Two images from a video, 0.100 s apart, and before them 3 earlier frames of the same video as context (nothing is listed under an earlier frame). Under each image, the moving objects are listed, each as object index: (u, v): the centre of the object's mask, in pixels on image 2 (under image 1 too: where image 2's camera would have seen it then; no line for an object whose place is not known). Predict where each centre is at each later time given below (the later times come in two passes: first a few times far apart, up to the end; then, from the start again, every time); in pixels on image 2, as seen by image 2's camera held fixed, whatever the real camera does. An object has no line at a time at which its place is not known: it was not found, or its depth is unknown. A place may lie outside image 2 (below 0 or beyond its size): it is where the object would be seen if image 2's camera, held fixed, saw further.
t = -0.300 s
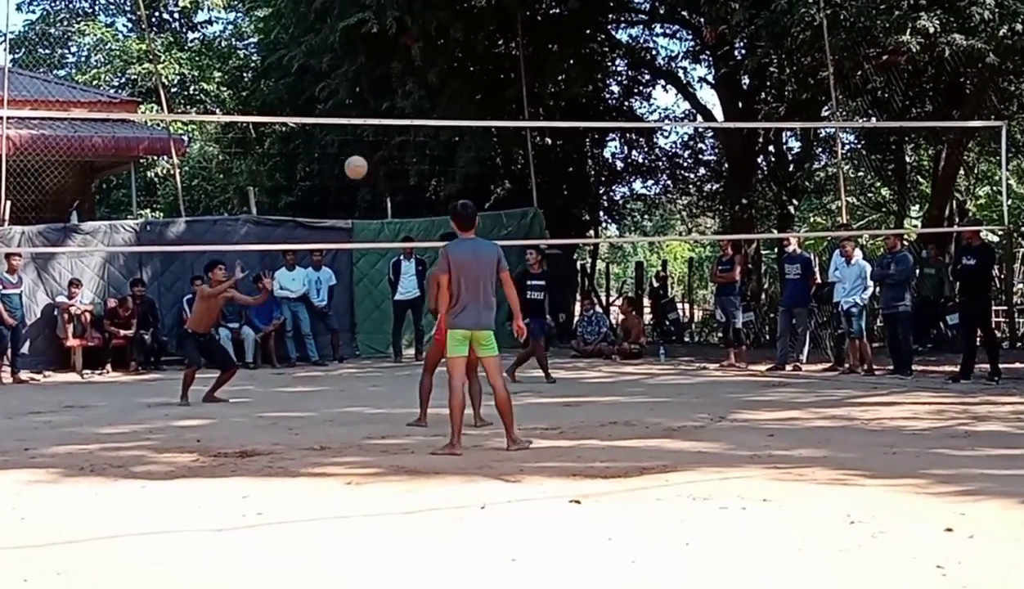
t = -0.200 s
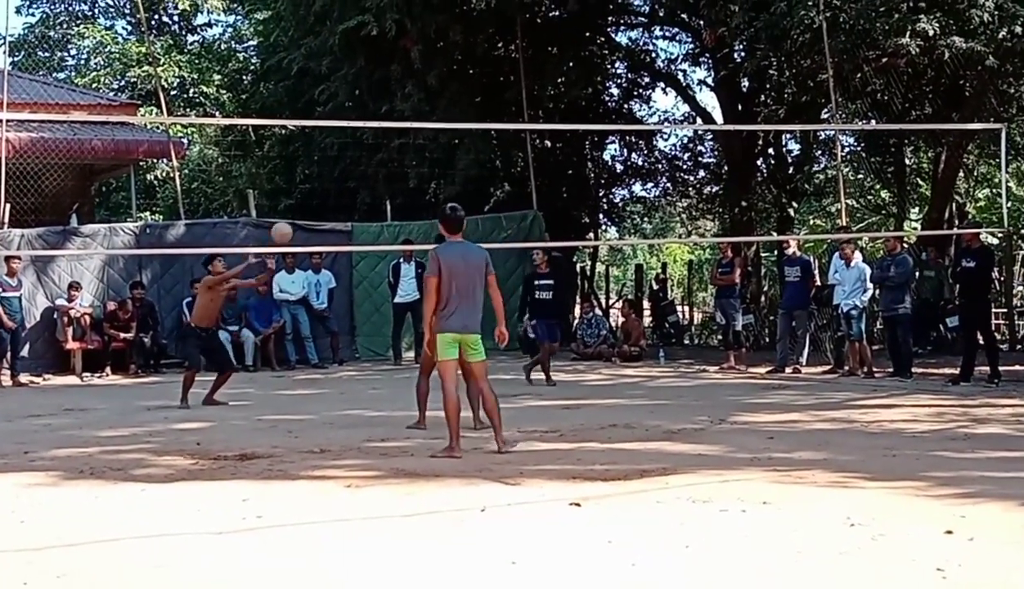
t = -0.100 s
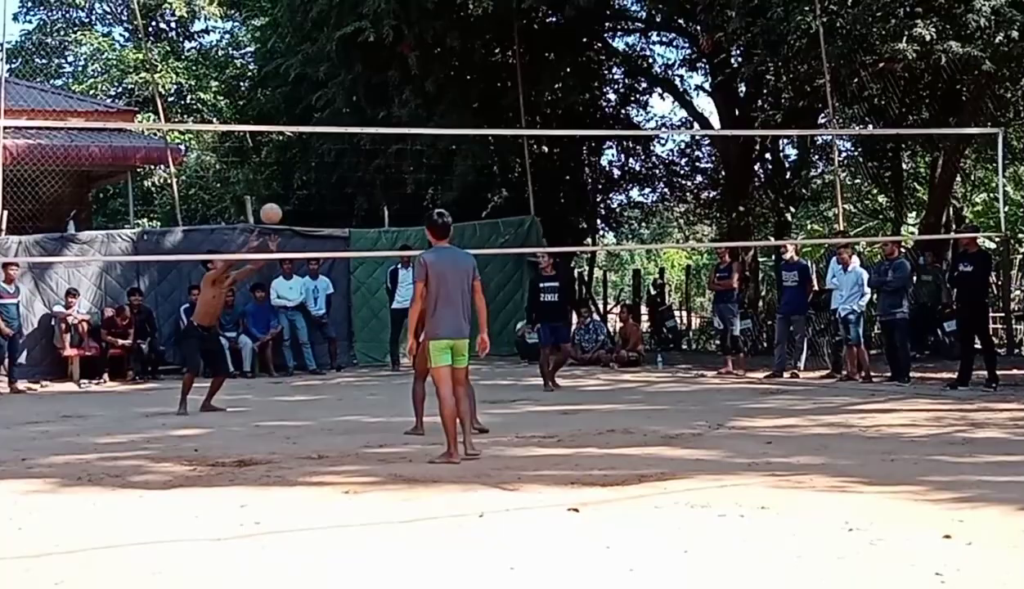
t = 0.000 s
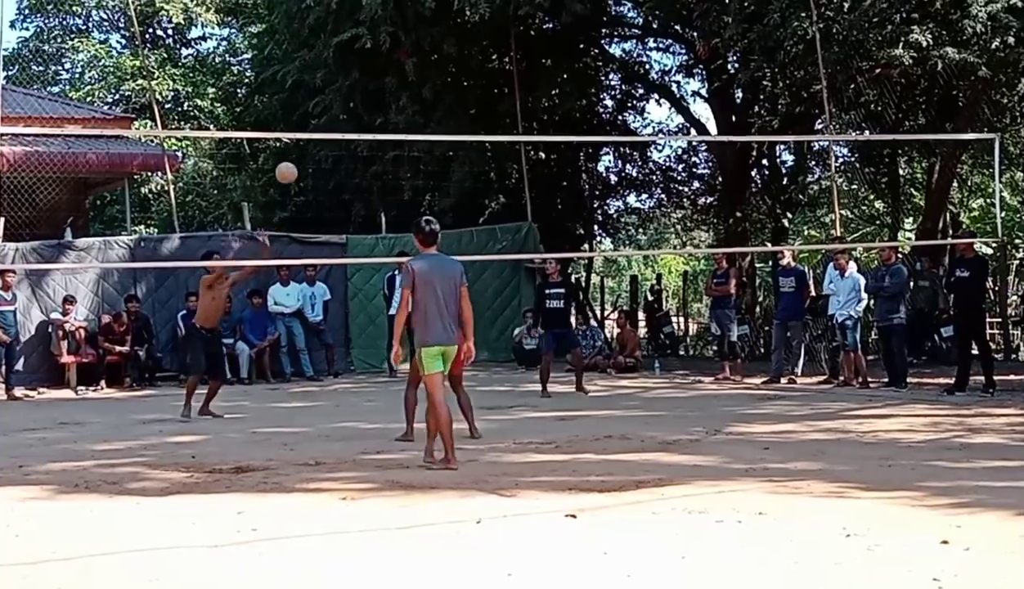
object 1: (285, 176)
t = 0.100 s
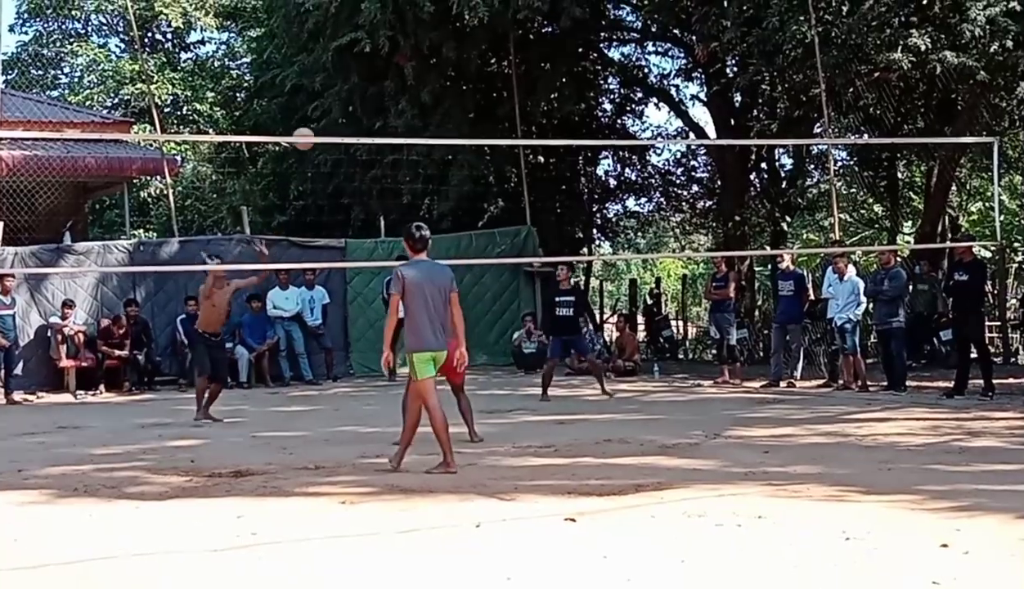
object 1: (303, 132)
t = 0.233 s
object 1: (328, 102)
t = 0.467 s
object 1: (374, 78)
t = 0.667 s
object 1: (416, 104)
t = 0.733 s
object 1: (431, 122)
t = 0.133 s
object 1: (310, 127)
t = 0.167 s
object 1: (316, 118)
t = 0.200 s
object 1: (322, 109)
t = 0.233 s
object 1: (328, 102)
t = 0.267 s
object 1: (335, 95)
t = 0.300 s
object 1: (341, 89)
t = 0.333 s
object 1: (347, 85)
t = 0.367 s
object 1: (354, 81)
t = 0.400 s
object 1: (361, 79)
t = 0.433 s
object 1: (367, 78)
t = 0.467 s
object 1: (374, 78)
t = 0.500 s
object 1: (381, 79)
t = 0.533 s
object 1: (388, 81)
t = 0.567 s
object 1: (395, 85)
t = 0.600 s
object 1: (402, 90)
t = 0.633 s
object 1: (409, 96)
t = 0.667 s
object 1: (416, 104)
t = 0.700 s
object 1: (424, 112)
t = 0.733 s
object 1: (431, 122)
